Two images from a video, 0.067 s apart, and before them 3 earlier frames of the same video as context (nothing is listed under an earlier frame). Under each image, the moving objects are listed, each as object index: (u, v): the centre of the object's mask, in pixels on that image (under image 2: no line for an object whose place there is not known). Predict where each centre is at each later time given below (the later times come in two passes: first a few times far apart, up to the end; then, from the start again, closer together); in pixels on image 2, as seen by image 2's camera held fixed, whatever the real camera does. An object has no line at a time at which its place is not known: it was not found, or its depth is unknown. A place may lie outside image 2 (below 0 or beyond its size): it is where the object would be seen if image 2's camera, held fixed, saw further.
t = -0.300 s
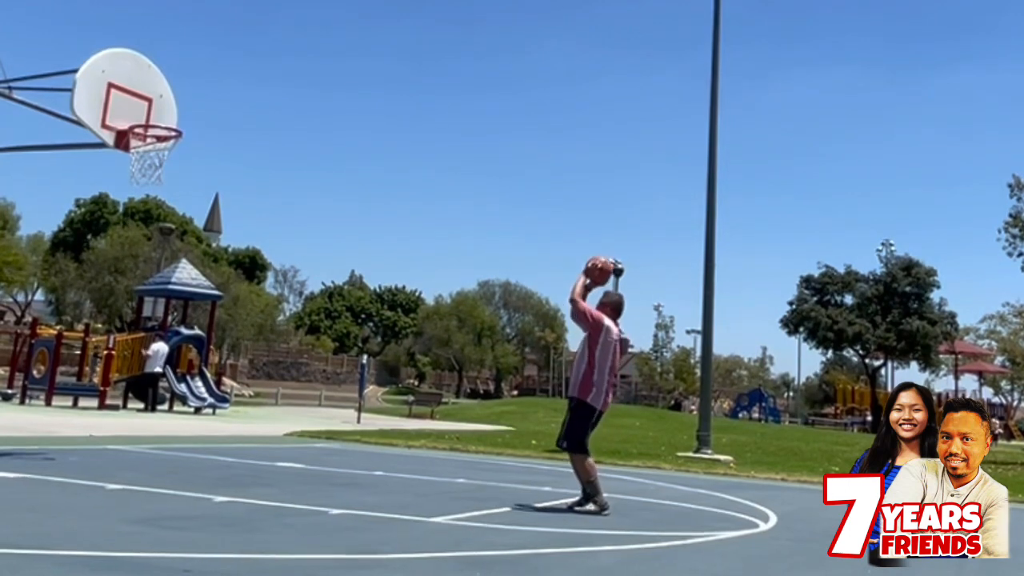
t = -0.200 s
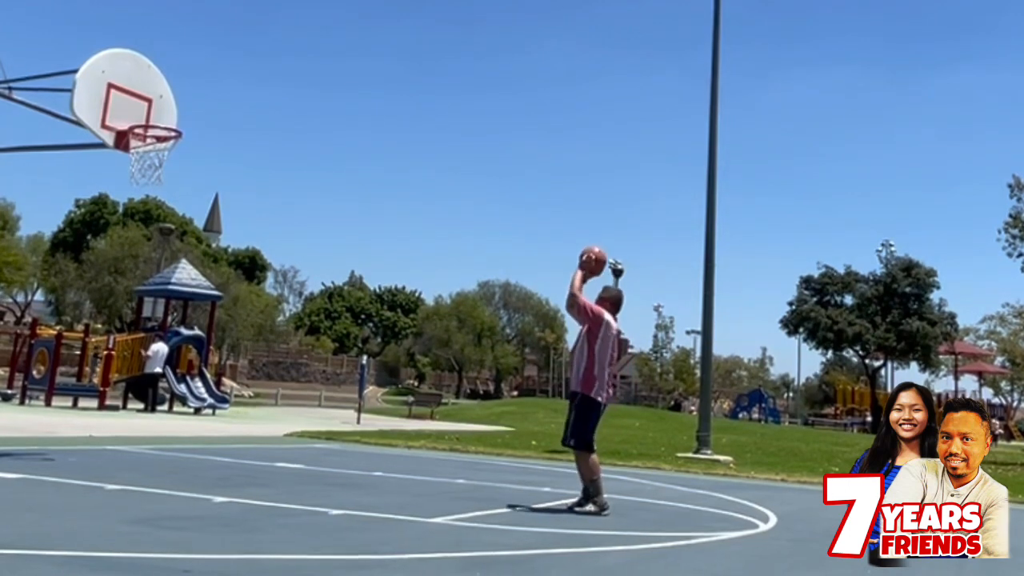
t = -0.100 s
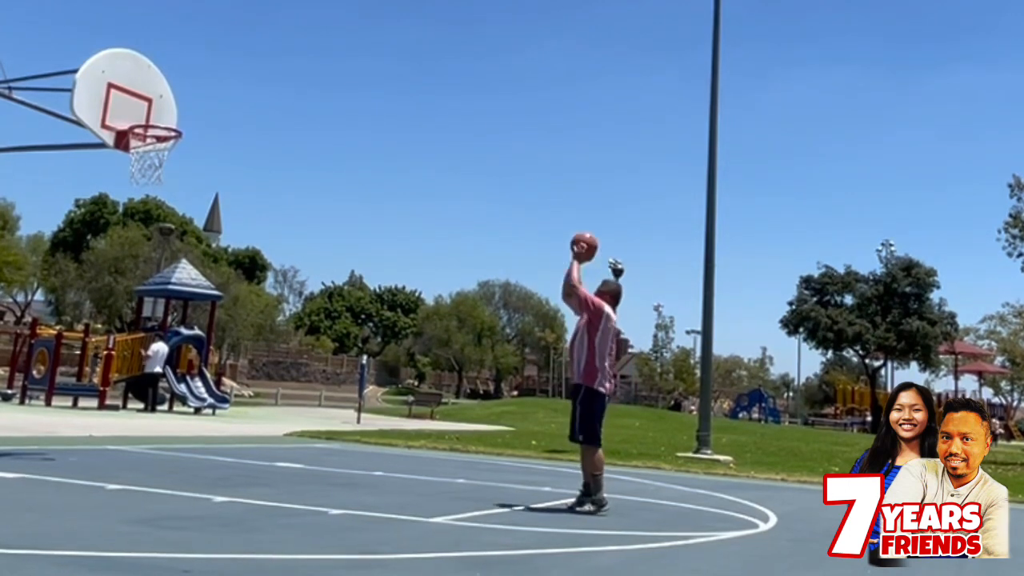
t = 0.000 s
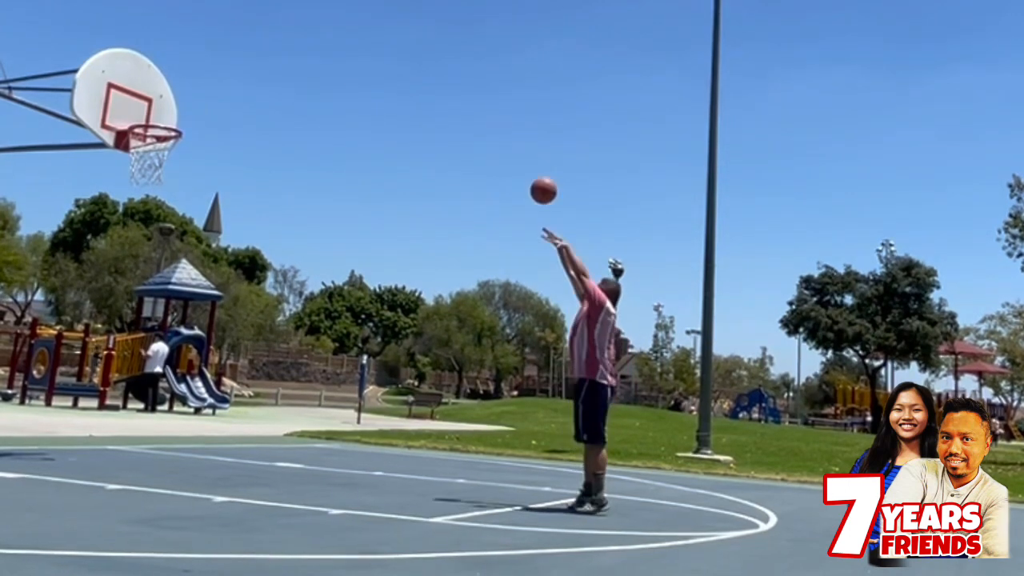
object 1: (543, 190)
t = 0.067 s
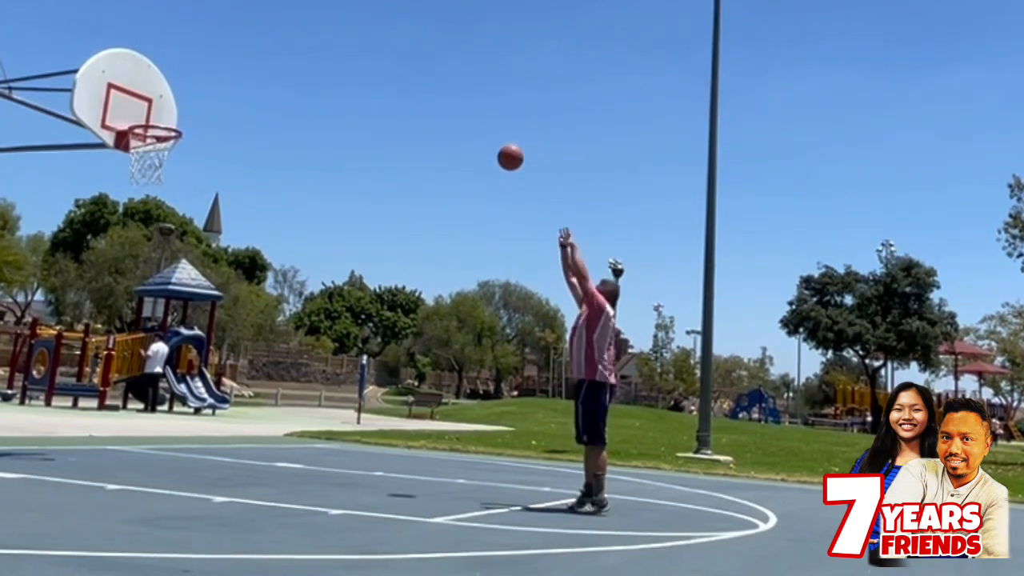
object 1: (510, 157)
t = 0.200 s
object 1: (446, 108)
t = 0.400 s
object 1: (354, 73)
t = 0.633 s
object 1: (251, 84)
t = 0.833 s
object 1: (170, 119)
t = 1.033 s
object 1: (173, 90)
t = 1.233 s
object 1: (205, 93)
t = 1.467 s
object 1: (236, 144)
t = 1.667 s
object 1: (258, 233)
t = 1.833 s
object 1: (271, 342)
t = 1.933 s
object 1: (276, 426)
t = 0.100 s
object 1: (494, 143)
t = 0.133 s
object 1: (478, 130)
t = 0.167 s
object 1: (462, 118)
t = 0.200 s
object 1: (446, 108)
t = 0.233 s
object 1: (431, 99)
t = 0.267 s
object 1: (415, 92)
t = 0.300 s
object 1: (400, 85)
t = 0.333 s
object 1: (384, 80)
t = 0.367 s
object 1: (369, 76)
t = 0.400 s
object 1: (354, 73)
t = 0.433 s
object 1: (339, 71)
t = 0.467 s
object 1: (324, 71)
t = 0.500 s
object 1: (310, 71)
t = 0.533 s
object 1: (295, 73)
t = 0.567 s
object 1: (280, 76)
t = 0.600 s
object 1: (265, 79)
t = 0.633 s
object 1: (251, 84)
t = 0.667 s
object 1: (236, 90)
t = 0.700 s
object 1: (221, 97)
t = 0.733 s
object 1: (206, 104)
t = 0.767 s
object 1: (192, 113)
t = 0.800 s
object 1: (178, 122)
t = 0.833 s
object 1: (170, 119)
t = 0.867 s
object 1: (164, 115)
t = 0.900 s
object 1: (159, 109)
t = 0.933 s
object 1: (155, 104)
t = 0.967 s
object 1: (161, 98)
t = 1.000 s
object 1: (167, 94)
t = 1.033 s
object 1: (173, 90)
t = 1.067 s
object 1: (179, 88)
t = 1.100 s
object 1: (184, 87)
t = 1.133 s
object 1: (190, 87)
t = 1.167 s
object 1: (195, 88)
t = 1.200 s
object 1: (200, 89)
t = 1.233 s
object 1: (205, 93)
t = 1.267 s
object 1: (210, 97)
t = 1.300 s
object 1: (215, 102)
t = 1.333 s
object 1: (219, 108)
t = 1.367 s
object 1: (224, 115)
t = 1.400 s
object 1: (228, 123)
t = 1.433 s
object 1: (232, 133)
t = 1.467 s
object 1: (236, 144)
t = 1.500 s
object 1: (240, 156)
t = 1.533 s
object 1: (244, 169)
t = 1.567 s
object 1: (247, 183)
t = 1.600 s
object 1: (251, 198)
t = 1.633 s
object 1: (254, 215)
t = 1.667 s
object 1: (258, 233)
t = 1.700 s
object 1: (261, 253)
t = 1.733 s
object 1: (264, 272)
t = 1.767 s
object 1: (266, 295)
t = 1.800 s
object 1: (268, 318)
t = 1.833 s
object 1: (271, 342)
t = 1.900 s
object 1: (275, 397)
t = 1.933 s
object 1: (276, 426)
